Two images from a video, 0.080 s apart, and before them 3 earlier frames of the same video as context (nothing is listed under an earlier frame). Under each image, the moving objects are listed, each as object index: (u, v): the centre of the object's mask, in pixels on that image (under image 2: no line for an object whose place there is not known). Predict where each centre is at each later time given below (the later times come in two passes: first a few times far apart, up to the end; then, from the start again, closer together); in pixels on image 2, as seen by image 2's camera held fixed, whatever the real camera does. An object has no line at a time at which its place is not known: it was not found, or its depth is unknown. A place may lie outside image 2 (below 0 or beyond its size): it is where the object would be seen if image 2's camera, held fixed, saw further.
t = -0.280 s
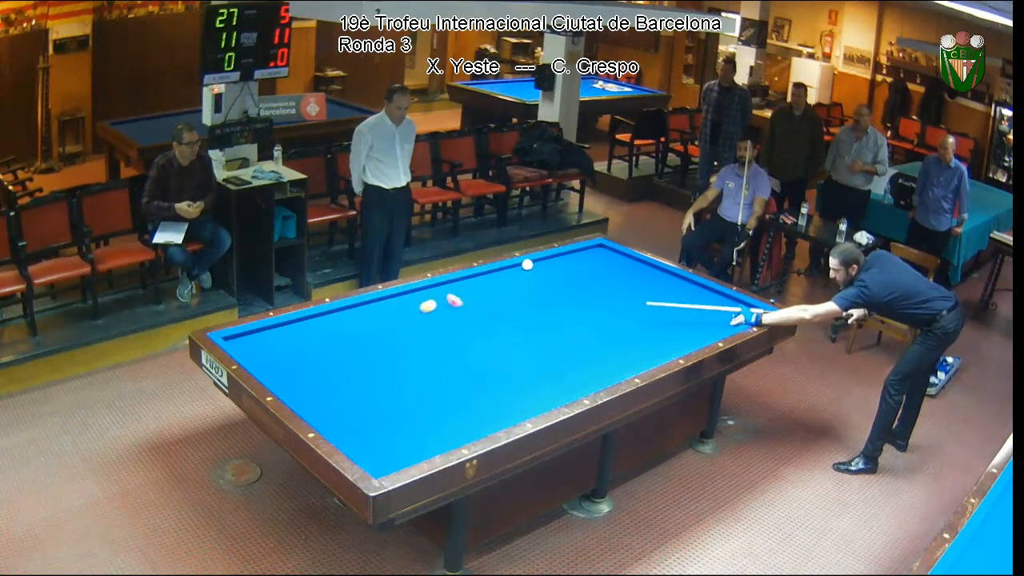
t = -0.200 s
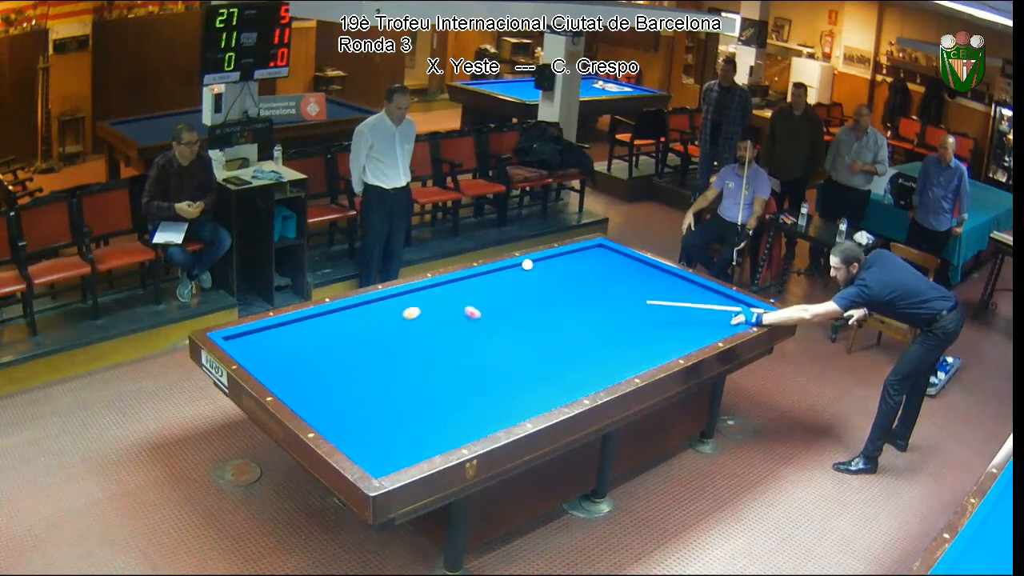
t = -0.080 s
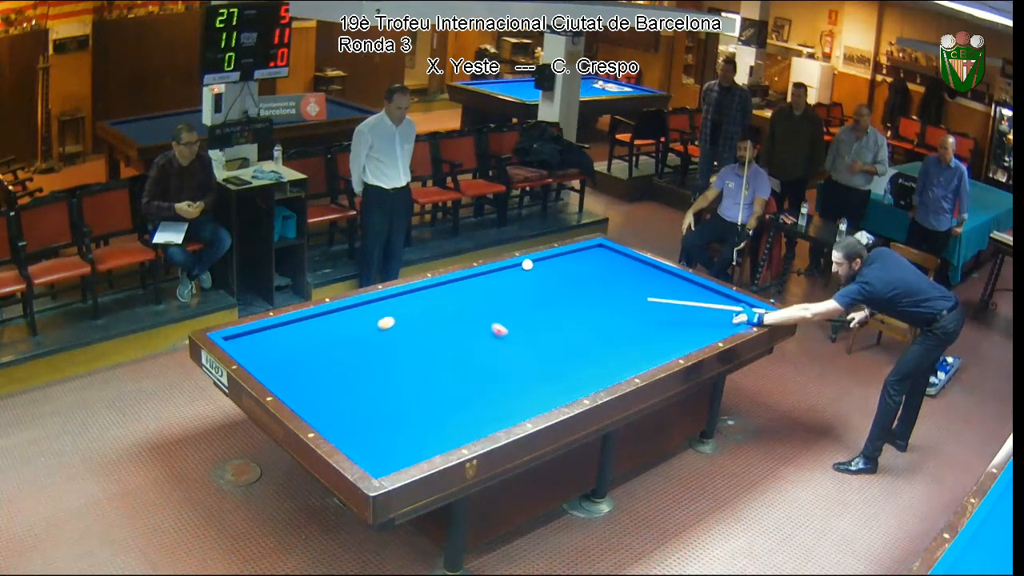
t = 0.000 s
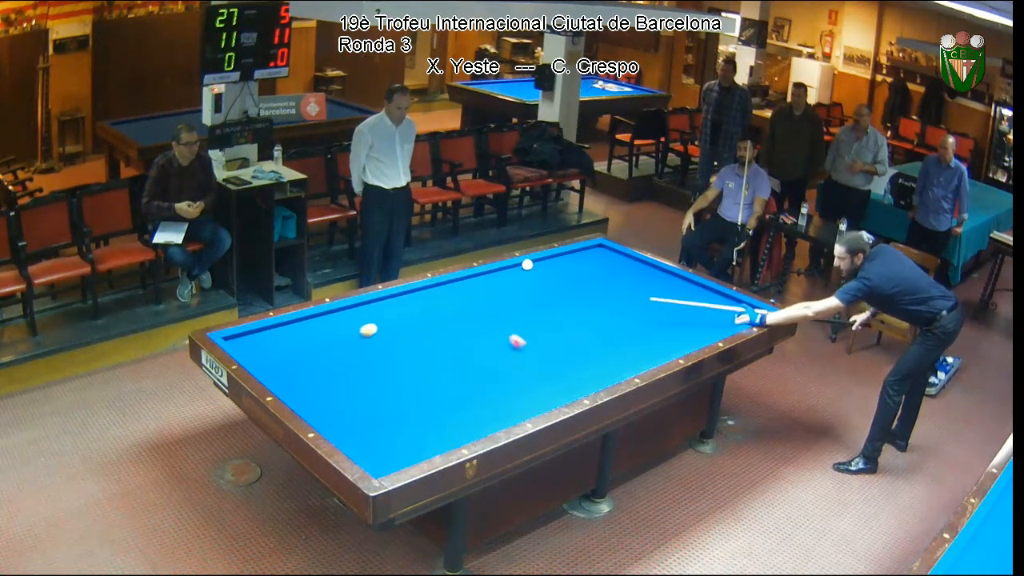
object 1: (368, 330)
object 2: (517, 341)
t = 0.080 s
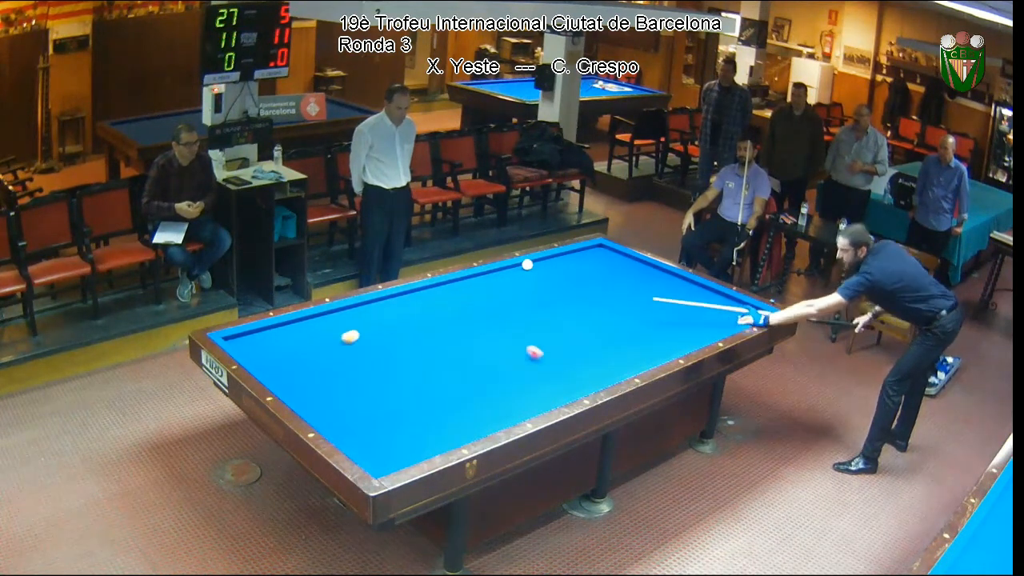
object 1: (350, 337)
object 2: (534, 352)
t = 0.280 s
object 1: (303, 355)
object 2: (580, 382)
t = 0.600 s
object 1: (321, 372)
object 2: (531, 354)
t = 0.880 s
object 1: (379, 377)
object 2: (499, 335)
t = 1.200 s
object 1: (444, 384)
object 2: (465, 315)
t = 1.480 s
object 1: (501, 389)
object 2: (438, 299)
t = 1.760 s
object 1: (556, 393)
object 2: (427, 292)
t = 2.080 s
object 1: (581, 374)
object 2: (446, 300)
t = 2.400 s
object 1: (601, 354)
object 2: (465, 309)
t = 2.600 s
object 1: (612, 343)
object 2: (478, 314)
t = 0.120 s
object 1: (341, 340)
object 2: (543, 358)
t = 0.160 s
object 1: (332, 344)
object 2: (552, 364)
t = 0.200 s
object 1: (322, 348)
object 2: (561, 370)
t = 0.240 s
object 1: (313, 351)
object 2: (571, 376)
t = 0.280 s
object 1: (303, 355)
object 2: (580, 382)
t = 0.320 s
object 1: (293, 359)
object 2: (582, 383)
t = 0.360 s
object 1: (283, 363)
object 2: (575, 379)
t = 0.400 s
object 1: (273, 367)
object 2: (567, 374)
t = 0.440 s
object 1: (277, 371)
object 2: (553, 366)
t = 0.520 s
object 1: (300, 371)
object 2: (541, 359)
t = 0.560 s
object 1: (311, 372)
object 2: (536, 356)
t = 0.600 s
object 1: (321, 372)
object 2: (531, 354)
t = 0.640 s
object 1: (330, 373)
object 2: (526, 351)
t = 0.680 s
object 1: (339, 373)
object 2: (522, 348)
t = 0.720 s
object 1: (347, 374)
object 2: (517, 345)
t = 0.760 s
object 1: (355, 375)
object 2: (512, 342)
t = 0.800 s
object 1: (363, 376)
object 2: (508, 340)
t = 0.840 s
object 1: (371, 376)
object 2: (503, 337)
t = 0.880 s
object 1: (379, 377)
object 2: (499, 335)
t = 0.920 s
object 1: (387, 378)
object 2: (494, 332)
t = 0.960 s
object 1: (395, 379)
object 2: (490, 329)
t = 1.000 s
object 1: (404, 380)
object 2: (485, 327)
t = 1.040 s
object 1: (412, 380)
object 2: (481, 324)
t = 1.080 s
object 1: (420, 381)
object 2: (477, 322)
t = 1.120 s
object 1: (428, 382)
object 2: (473, 320)
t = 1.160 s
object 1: (436, 383)
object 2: (469, 317)
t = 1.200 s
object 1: (444, 384)
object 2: (465, 315)
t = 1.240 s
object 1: (452, 384)
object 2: (461, 312)
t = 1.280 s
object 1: (460, 385)
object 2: (457, 310)
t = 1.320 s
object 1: (468, 386)
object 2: (453, 308)
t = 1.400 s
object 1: (485, 387)
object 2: (446, 304)
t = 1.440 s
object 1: (493, 388)
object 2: (442, 301)
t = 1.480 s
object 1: (501, 389)
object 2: (438, 299)
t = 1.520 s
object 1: (509, 390)
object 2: (435, 297)
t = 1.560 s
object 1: (517, 390)
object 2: (431, 295)
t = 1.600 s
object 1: (525, 391)
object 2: (428, 293)
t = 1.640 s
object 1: (533, 392)
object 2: (424, 291)
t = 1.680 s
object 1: (540, 392)
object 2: (422, 289)
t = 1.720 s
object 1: (548, 393)
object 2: (424, 291)
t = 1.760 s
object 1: (556, 393)
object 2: (427, 292)
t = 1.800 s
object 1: (563, 393)
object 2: (430, 293)
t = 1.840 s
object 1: (566, 390)
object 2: (432, 294)
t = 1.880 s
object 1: (568, 387)
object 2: (435, 295)
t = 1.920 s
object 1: (571, 385)
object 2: (437, 296)
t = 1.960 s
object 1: (574, 382)
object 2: (439, 297)
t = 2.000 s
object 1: (576, 379)
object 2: (442, 298)
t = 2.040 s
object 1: (579, 376)
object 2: (444, 299)
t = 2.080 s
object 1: (581, 374)
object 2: (446, 300)
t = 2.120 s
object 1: (584, 371)
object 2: (449, 301)
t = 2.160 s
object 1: (586, 369)
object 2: (451, 302)
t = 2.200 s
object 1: (589, 366)
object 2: (453, 303)
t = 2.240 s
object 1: (591, 364)
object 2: (456, 304)
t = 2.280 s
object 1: (594, 361)
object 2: (458, 306)
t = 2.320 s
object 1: (596, 359)
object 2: (461, 307)
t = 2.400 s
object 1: (601, 354)
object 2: (465, 309)
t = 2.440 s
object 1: (603, 352)
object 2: (468, 310)
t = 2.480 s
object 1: (605, 350)
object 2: (470, 311)
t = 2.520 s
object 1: (607, 348)
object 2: (473, 312)
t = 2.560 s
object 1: (609, 345)
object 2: (475, 313)
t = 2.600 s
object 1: (612, 343)
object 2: (478, 314)
